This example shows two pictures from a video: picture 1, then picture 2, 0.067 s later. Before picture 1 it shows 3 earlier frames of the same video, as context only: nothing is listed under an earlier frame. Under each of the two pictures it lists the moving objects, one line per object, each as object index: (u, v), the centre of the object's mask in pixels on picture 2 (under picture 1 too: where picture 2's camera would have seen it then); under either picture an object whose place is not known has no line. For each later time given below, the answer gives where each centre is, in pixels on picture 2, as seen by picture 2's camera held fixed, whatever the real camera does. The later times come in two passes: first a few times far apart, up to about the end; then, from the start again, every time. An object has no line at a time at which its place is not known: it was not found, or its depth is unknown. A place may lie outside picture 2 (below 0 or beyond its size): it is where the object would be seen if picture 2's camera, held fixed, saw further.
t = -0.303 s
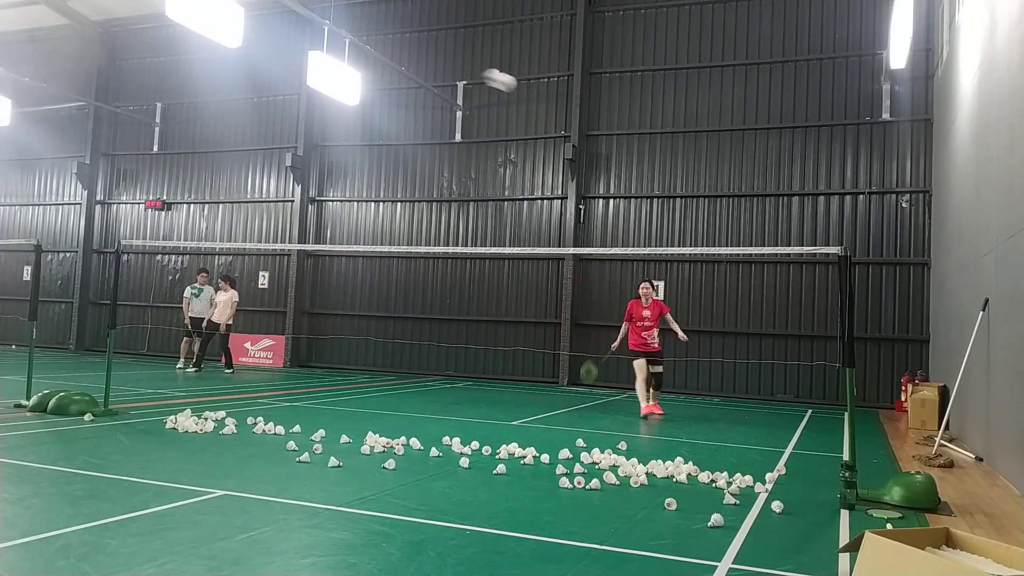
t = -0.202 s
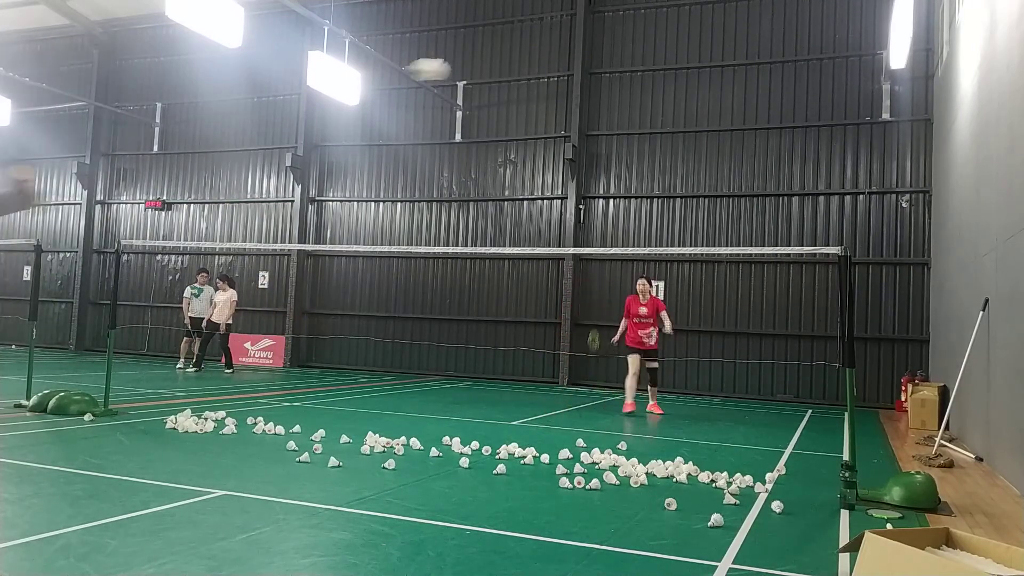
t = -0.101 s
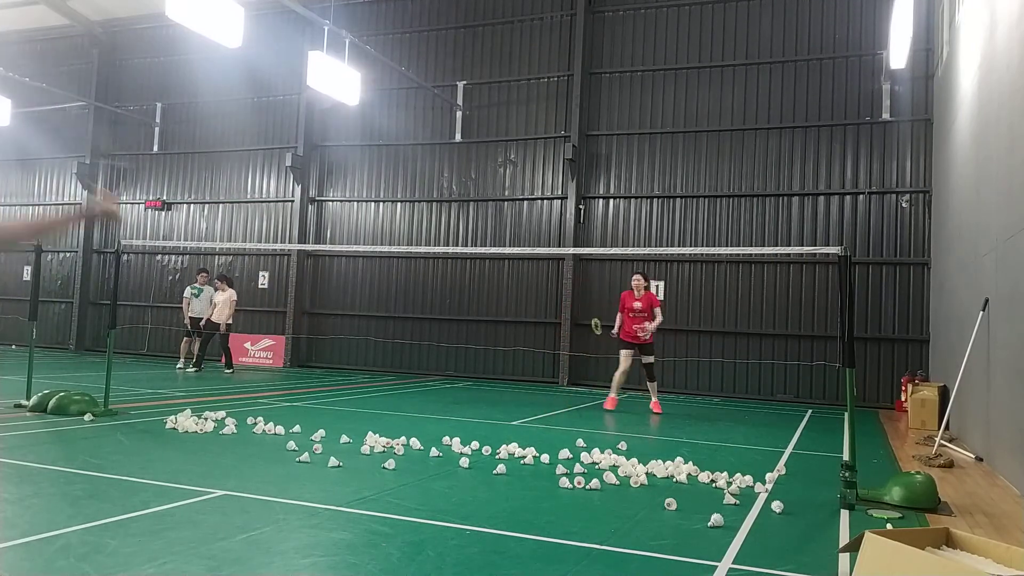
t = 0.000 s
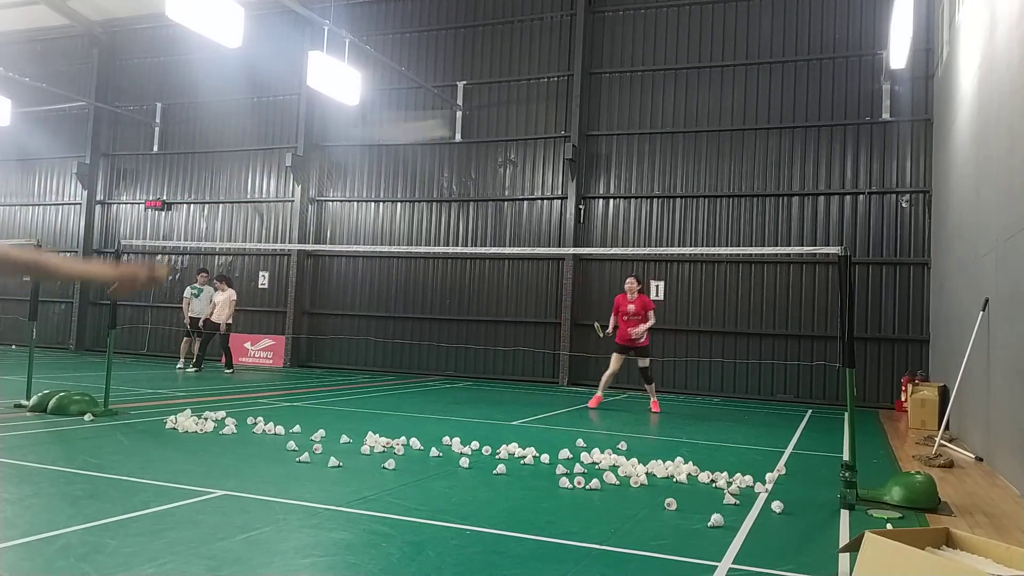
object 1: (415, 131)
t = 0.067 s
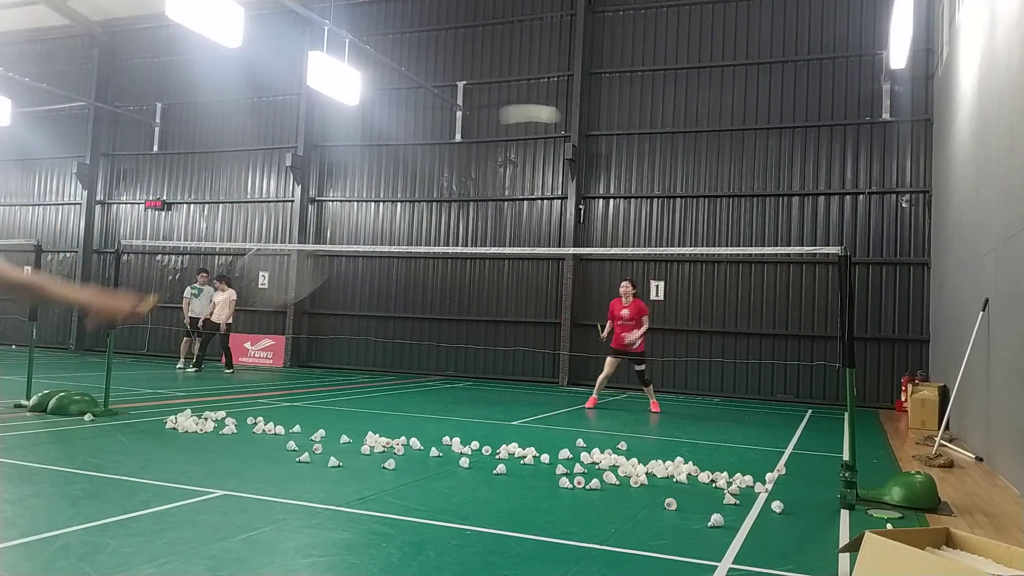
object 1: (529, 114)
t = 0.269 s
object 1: (655, 162)
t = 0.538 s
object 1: (715, 258)
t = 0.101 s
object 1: (565, 119)
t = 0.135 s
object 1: (587, 129)
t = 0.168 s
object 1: (608, 136)
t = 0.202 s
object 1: (627, 144)
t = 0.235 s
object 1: (642, 152)
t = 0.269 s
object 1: (655, 162)
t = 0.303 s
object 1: (666, 172)
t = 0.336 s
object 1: (675, 182)
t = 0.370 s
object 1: (684, 193)
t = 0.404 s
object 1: (691, 204)
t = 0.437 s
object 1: (698, 216)
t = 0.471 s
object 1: (704, 229)
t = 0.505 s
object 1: (709, 240)
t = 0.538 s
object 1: (715, 258)
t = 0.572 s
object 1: (719, 270)
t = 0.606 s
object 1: (723, 283)
